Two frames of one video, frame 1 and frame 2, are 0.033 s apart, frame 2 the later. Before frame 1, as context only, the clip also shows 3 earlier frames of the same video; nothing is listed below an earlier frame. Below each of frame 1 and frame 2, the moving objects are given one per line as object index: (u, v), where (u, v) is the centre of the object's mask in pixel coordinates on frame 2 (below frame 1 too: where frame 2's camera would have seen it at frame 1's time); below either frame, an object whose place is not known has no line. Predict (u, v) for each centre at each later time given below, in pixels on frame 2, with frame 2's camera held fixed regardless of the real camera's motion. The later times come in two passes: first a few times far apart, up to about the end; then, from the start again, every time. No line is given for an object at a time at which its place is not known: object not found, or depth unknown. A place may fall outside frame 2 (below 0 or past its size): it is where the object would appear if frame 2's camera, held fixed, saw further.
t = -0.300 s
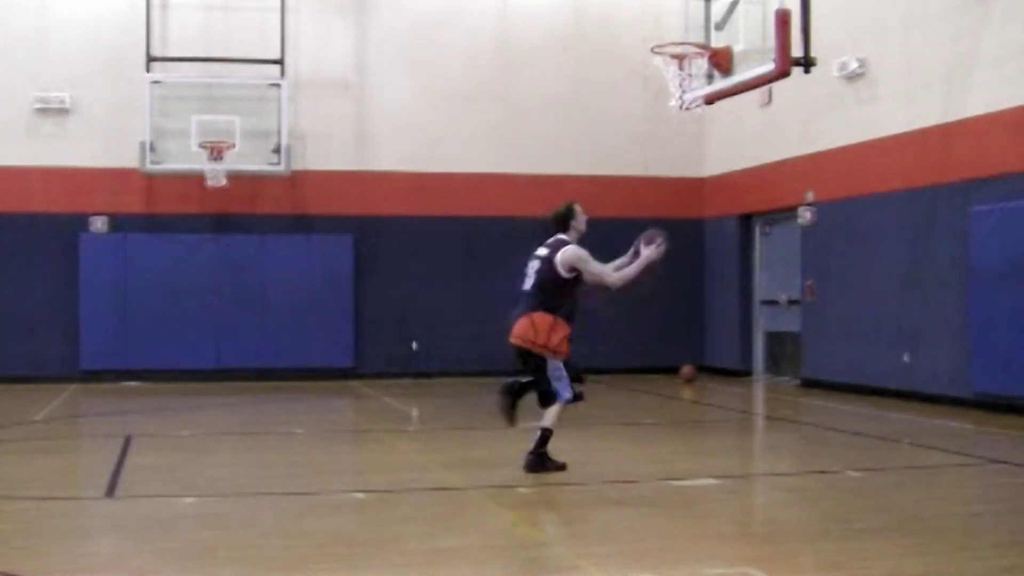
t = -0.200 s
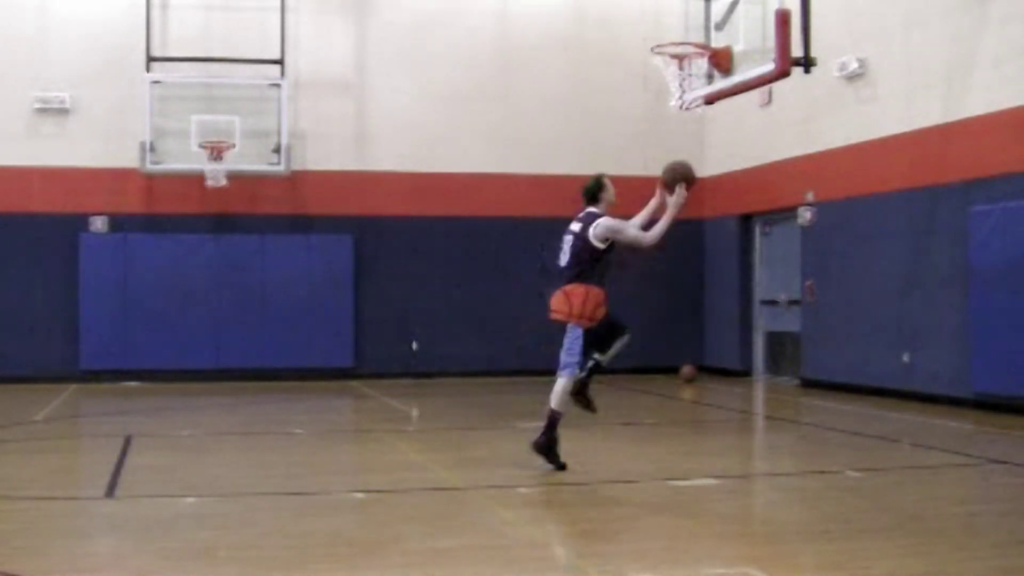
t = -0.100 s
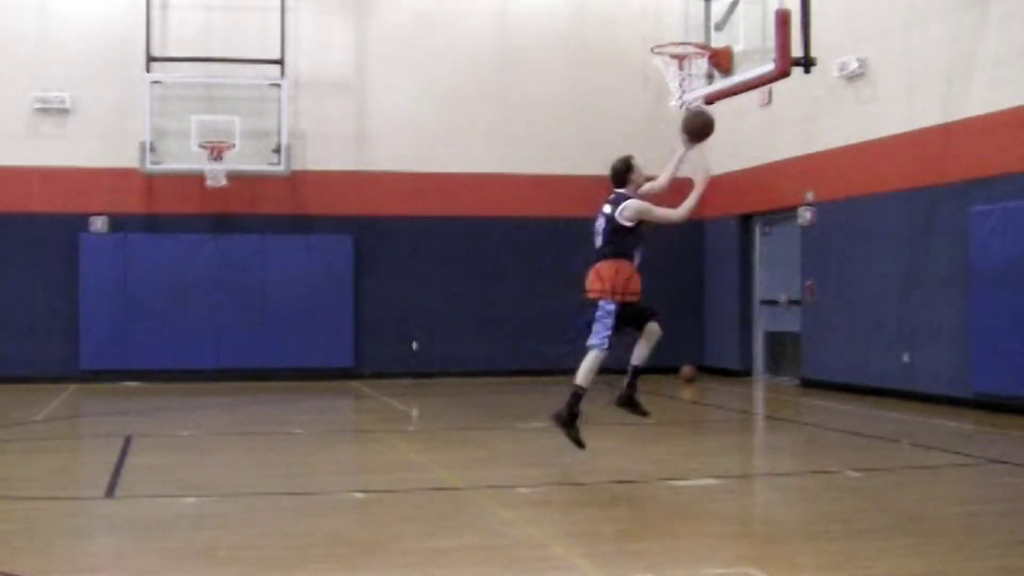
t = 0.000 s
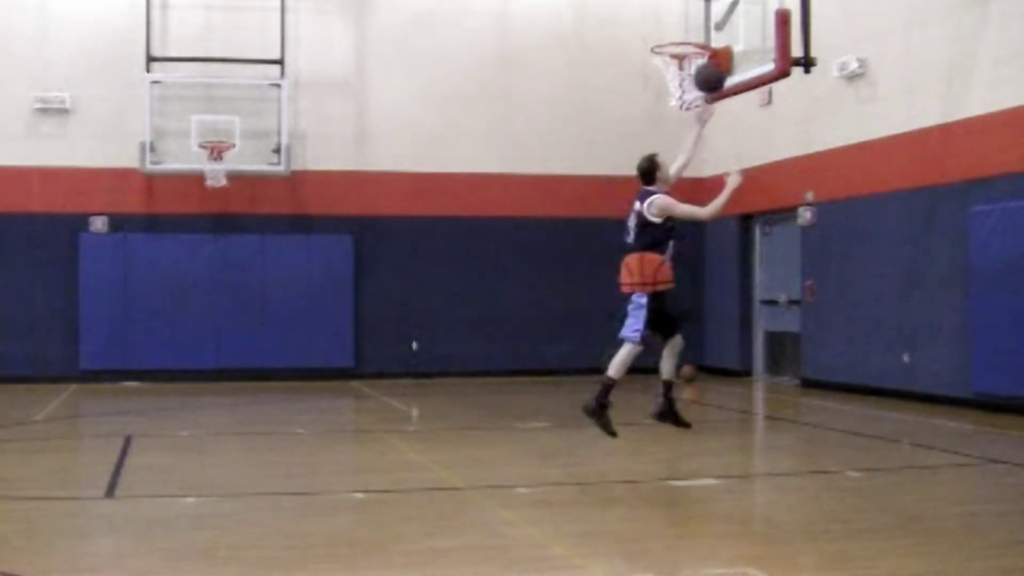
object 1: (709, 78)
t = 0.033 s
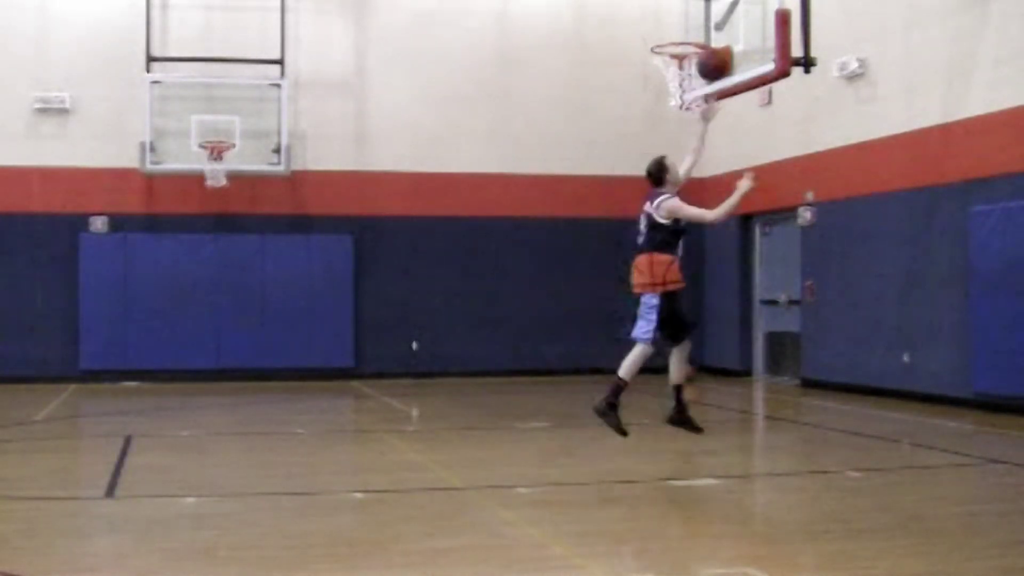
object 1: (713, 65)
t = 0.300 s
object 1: (718, 19)
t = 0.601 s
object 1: (666, 68)
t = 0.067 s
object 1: (716, 54)
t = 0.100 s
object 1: (718, 44)
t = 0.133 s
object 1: (722, 37)
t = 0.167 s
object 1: (724, 31)
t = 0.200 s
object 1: (727, 26)
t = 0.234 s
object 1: (730, 23)
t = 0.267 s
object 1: (724, 20)
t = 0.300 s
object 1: (718, 19)
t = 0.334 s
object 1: (712, 19)
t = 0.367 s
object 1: (706, 20)
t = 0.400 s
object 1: (700, 24)
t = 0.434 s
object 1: (694, 27)
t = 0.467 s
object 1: (688, 33)
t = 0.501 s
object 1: (681, 41)
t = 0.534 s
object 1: (676, 49)
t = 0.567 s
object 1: (670, 59)
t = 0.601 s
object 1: (666, 68)
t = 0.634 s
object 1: (662, 77)
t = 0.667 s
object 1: (660, 83)
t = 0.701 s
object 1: (659, 89)
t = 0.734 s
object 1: (658, 97)
